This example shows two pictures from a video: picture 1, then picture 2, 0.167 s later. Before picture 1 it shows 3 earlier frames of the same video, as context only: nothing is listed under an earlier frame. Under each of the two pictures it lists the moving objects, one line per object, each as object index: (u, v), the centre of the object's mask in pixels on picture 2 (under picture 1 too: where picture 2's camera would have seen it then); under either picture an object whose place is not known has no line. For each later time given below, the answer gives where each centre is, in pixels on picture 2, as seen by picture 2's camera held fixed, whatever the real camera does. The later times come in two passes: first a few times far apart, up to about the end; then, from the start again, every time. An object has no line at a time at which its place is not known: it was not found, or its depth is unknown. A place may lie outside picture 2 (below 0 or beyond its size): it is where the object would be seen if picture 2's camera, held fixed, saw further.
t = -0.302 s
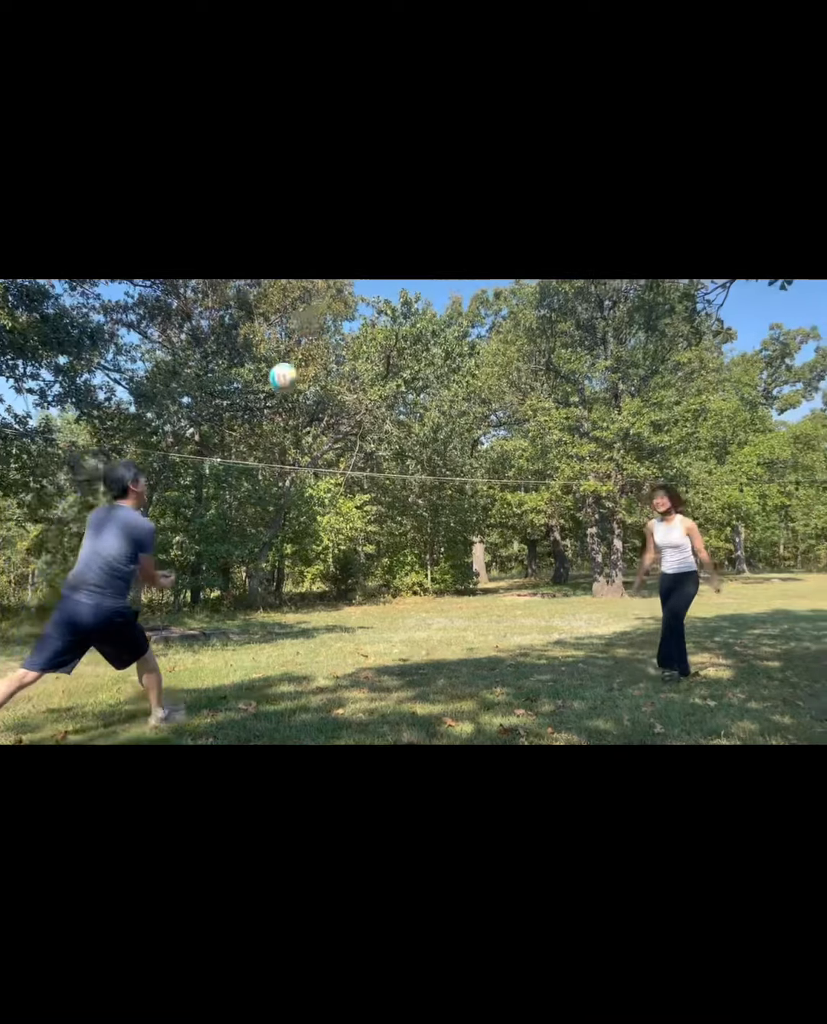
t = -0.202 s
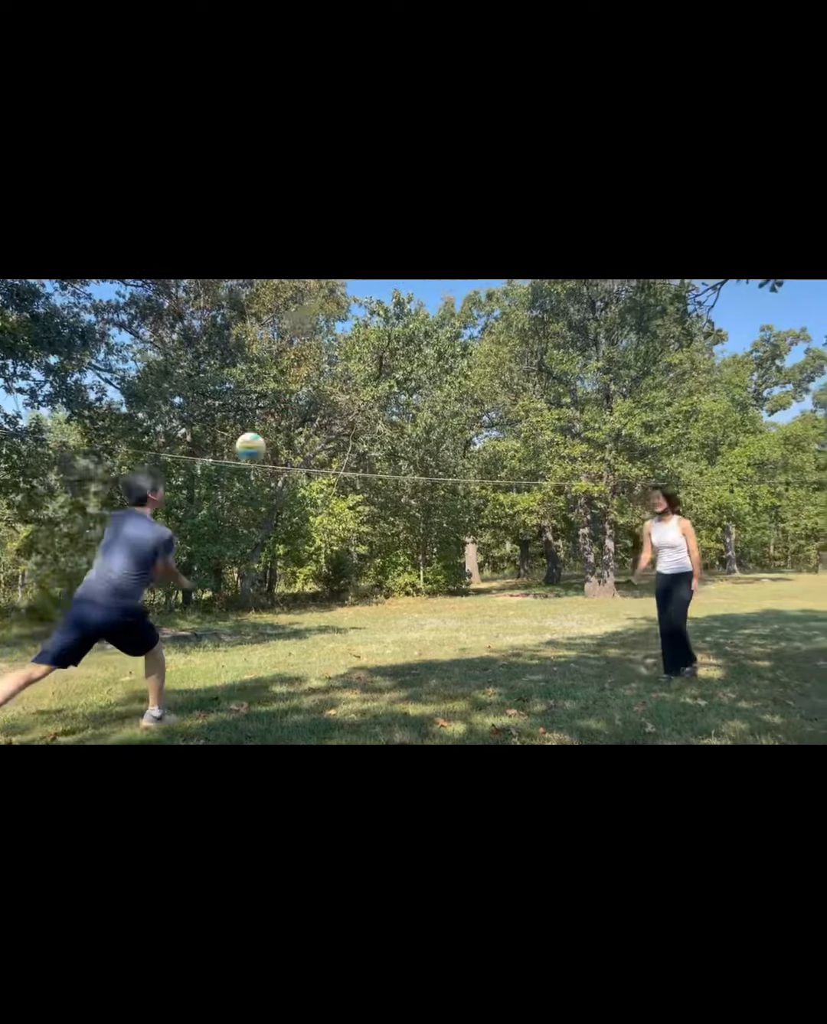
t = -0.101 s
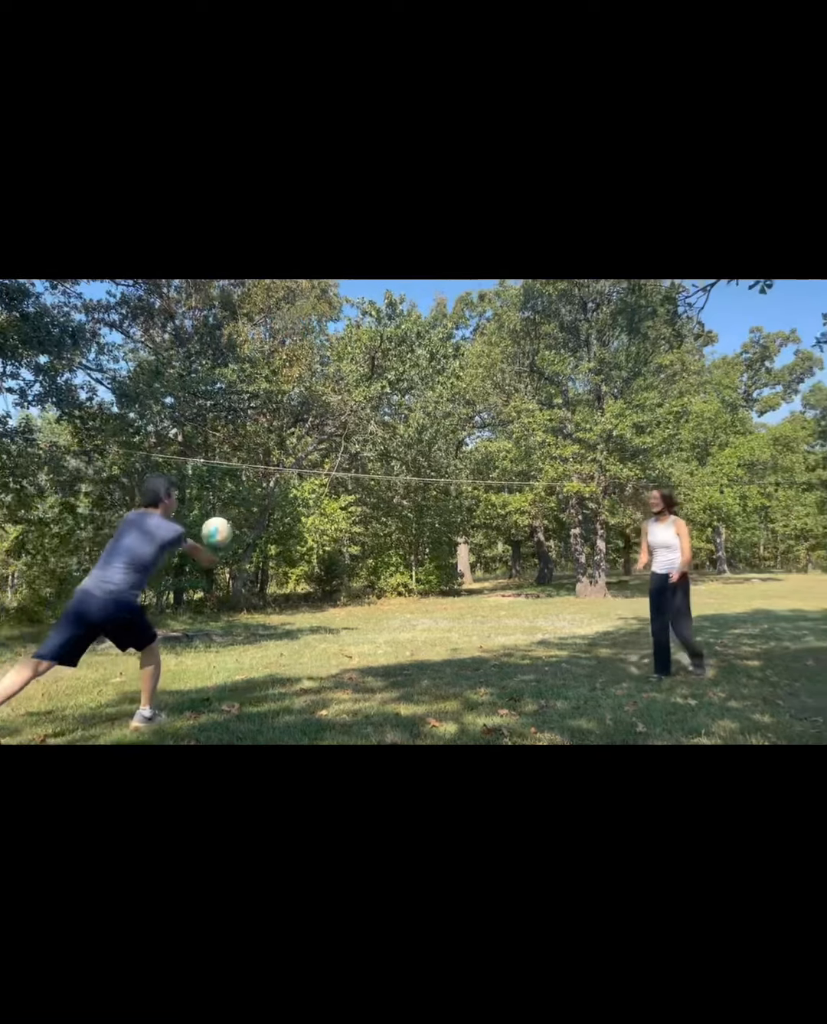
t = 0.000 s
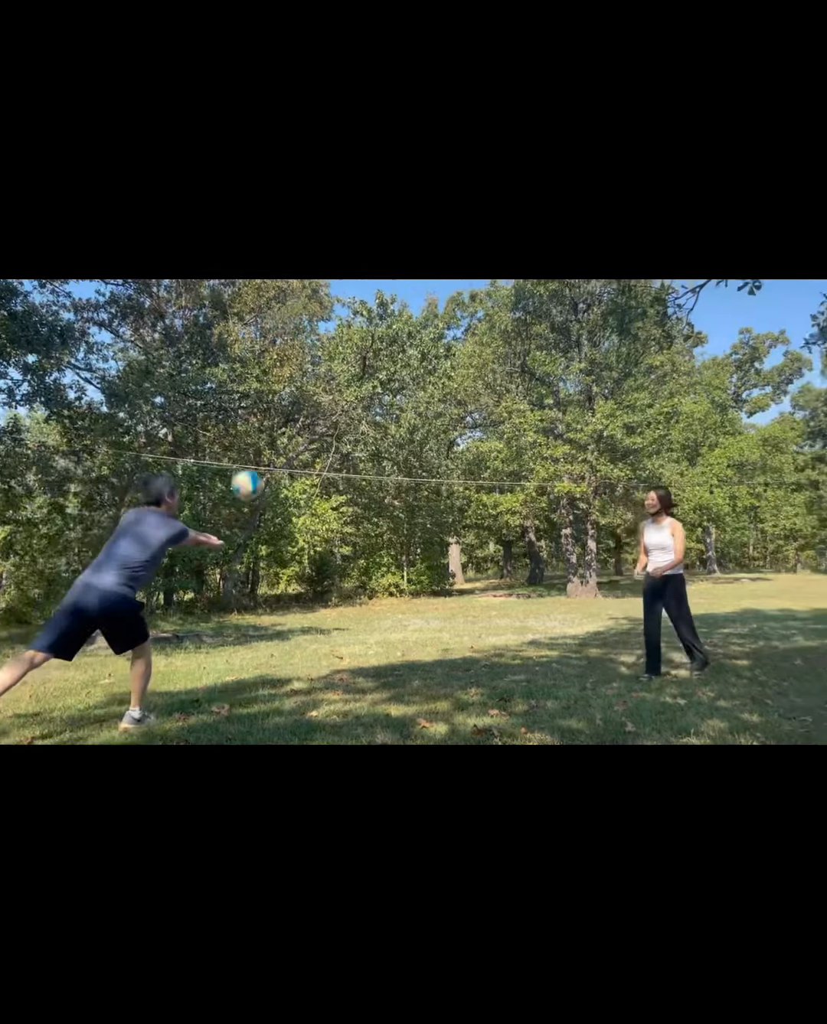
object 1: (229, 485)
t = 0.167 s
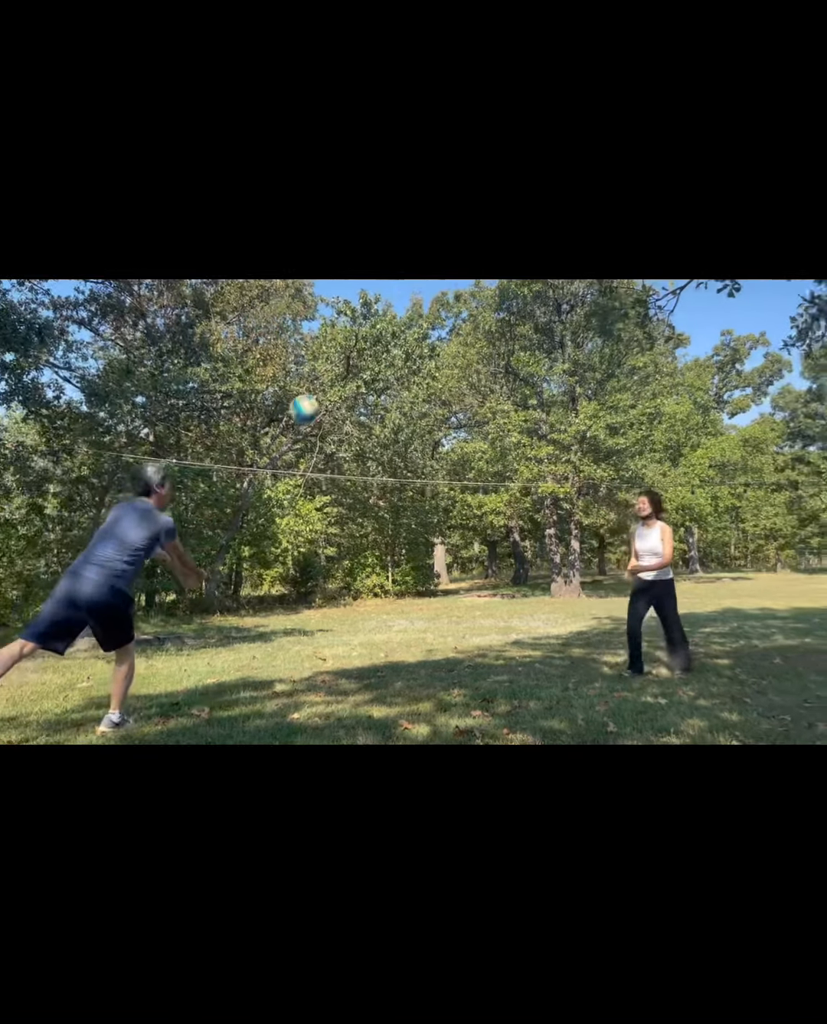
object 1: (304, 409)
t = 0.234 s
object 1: (333, 391)
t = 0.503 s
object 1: (445, 376)
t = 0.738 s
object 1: (539, 439)
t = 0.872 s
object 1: (591, 503)
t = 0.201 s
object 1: (320, 400)
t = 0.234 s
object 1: (333, 391)
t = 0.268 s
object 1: (347, 384)
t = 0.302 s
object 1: (361, 377)
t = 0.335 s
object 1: (375, 373)
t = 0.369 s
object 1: (388, 369)
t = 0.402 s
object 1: (402, 369)
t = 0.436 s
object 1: (417, 370)
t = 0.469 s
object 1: (432, 372)
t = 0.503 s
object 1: (445, 376)
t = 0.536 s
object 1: (459, 380)
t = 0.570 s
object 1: (473, 386)
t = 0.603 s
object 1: (486, 394)
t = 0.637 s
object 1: (499, 404)
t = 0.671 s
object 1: (510, 414)
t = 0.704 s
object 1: (526, 427)
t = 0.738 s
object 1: (539, 439)
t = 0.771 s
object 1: (552, 454)
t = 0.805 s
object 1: (565, 470)
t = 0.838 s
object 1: (576, 486)
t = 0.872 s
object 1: (591, 503)
